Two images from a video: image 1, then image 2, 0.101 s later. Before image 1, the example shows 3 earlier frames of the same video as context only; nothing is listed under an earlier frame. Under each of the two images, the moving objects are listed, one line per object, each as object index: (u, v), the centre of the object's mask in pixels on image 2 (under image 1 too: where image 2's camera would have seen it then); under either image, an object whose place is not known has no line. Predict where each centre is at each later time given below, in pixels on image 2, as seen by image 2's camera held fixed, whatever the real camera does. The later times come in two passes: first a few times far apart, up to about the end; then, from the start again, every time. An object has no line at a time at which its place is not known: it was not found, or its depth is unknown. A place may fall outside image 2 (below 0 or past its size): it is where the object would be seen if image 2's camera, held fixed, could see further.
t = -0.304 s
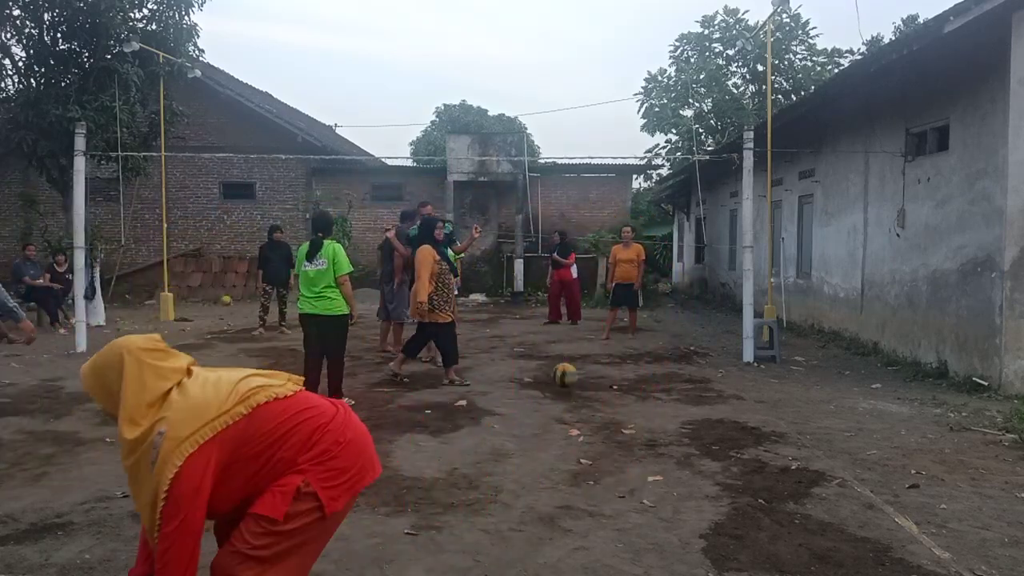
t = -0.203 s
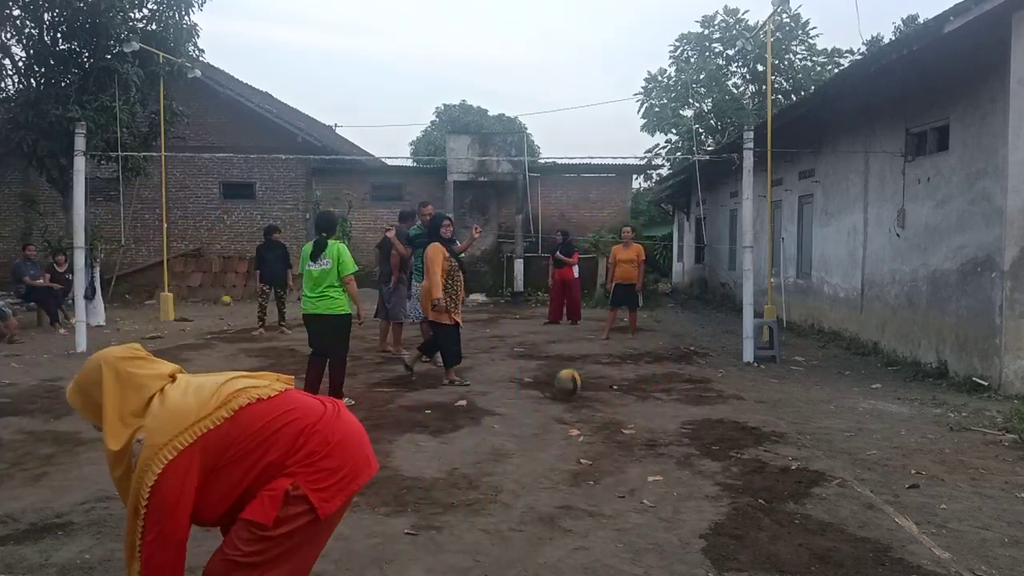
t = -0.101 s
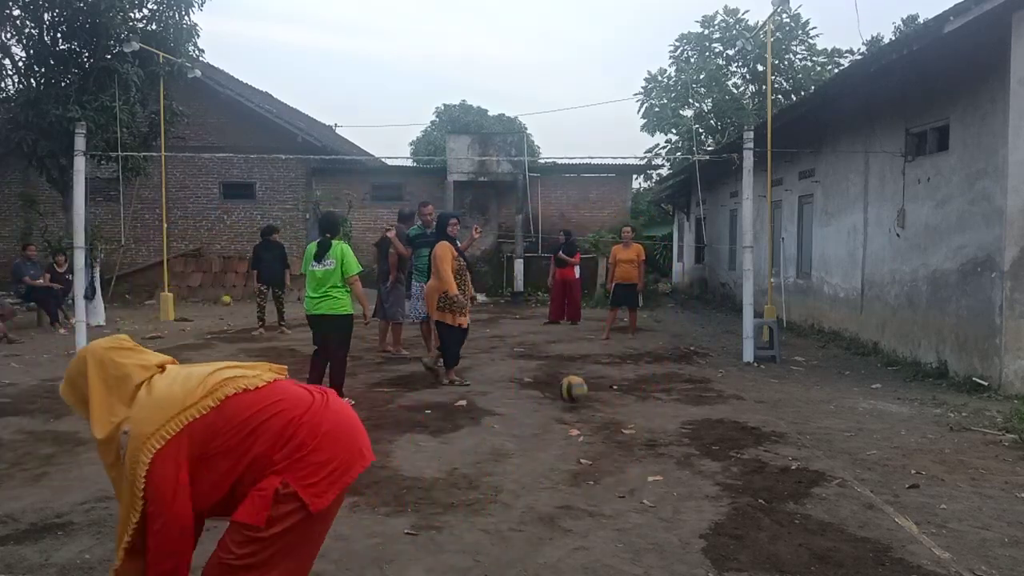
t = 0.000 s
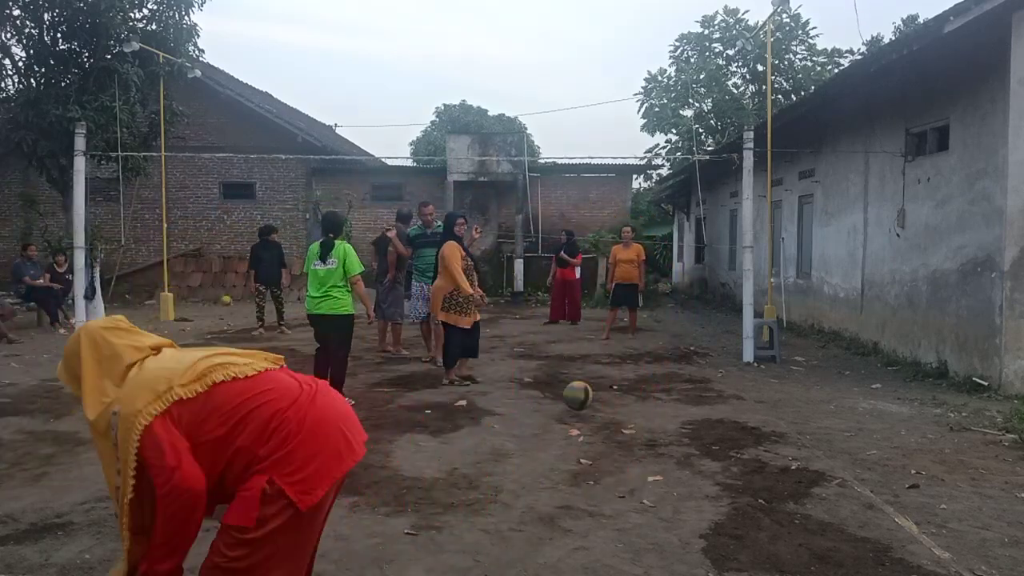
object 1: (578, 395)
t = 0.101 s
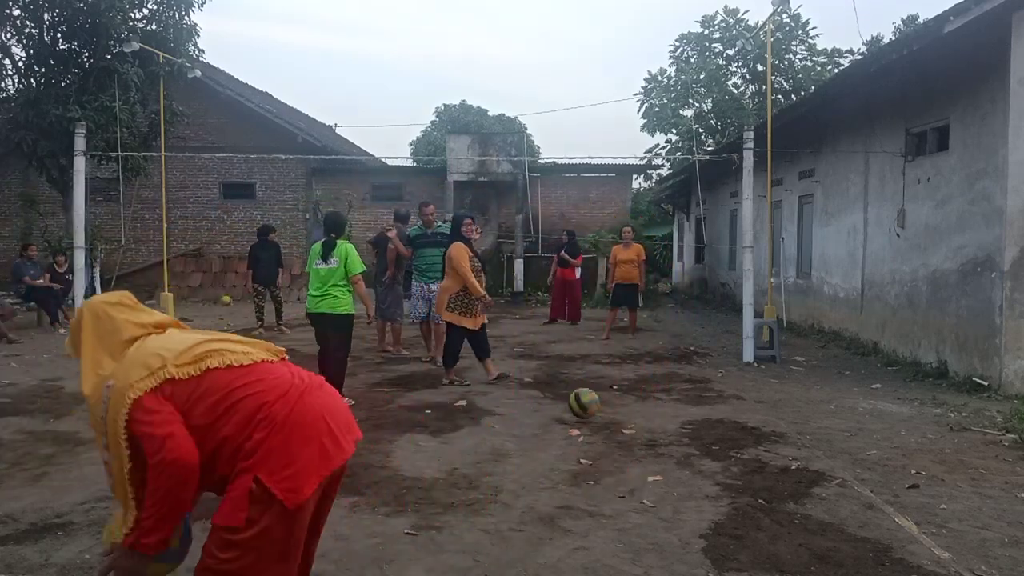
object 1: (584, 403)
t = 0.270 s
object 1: (594, 423)
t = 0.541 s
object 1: (606, 444)
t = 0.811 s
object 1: (618, 472)
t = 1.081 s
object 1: (624, 521)
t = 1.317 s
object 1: (629, 559)
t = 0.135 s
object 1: (585, 404)
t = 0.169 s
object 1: (587, 406)
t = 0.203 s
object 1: (589, 410)
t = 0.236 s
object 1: (591, 418)
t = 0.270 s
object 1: (594, 423)
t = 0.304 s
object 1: (595, 421)
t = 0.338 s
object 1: (597, 420)
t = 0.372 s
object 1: (598, 422)
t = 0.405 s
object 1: (600, 425)
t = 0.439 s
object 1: (602, 430)
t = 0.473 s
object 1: (603, 438)
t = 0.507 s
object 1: (605, 446)
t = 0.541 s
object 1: (606, 444)
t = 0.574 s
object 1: (608, 444)
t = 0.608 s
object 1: (610, 448)
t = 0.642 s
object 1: (611, 452)
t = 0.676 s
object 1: (613, 459)
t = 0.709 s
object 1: (615, 468)
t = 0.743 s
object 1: (616, 467)
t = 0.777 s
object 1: (617, 468)
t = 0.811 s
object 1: (618, 472)
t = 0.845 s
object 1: (619, 478)
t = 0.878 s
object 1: (620, 488)
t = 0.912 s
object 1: (620, 493)
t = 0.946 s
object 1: (621, 497)
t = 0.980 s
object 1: (622, 501)
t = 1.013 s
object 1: (623, 509)
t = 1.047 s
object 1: (623, 515)
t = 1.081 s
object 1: (624, 521)
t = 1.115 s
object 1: (625, 528)
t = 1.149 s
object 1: (625, 531)
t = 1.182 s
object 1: (625, 538)
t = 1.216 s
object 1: (627, 545)
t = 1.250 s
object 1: (627, 551)
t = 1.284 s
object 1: (628, 555)
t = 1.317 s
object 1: (629, 559)
